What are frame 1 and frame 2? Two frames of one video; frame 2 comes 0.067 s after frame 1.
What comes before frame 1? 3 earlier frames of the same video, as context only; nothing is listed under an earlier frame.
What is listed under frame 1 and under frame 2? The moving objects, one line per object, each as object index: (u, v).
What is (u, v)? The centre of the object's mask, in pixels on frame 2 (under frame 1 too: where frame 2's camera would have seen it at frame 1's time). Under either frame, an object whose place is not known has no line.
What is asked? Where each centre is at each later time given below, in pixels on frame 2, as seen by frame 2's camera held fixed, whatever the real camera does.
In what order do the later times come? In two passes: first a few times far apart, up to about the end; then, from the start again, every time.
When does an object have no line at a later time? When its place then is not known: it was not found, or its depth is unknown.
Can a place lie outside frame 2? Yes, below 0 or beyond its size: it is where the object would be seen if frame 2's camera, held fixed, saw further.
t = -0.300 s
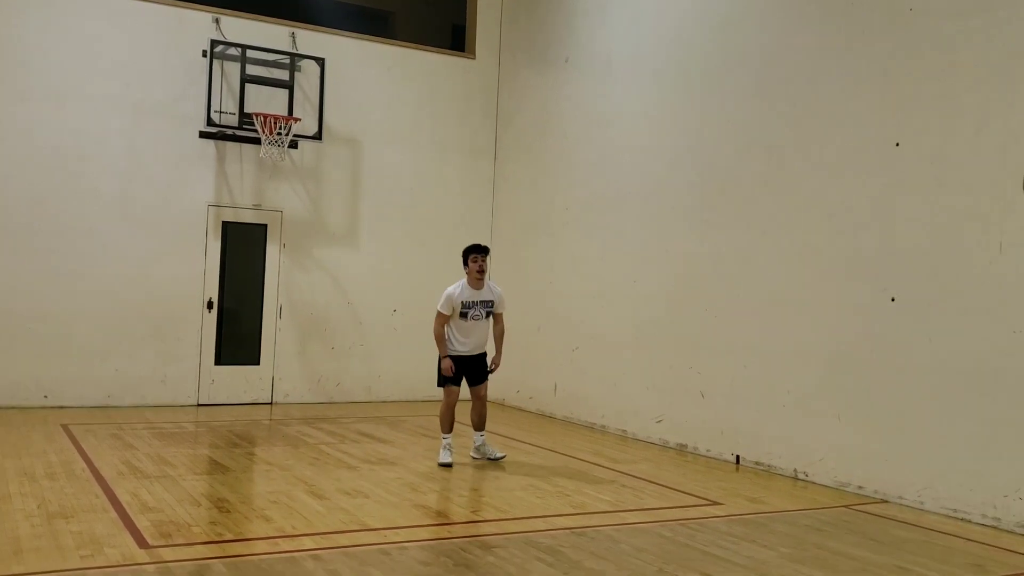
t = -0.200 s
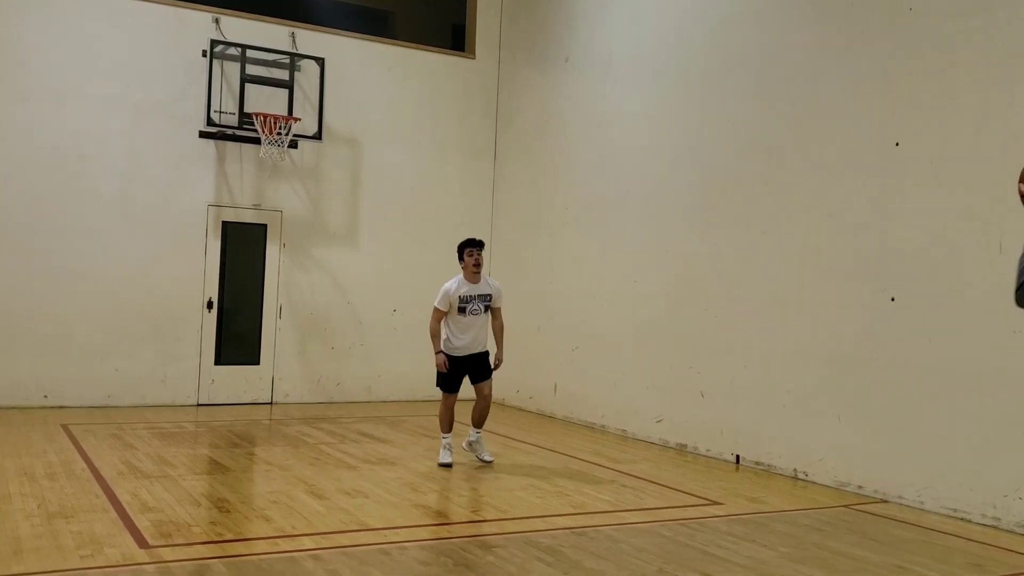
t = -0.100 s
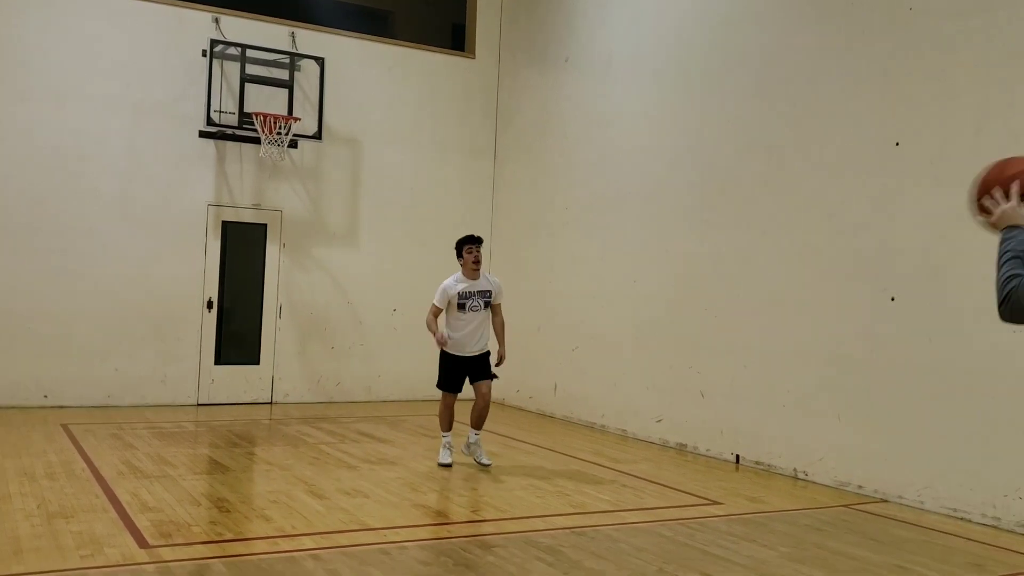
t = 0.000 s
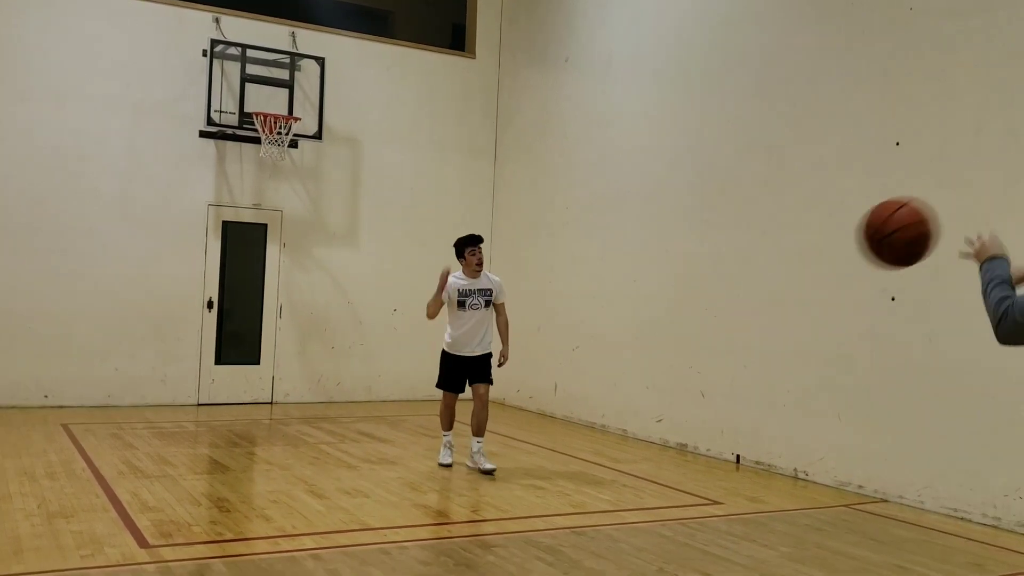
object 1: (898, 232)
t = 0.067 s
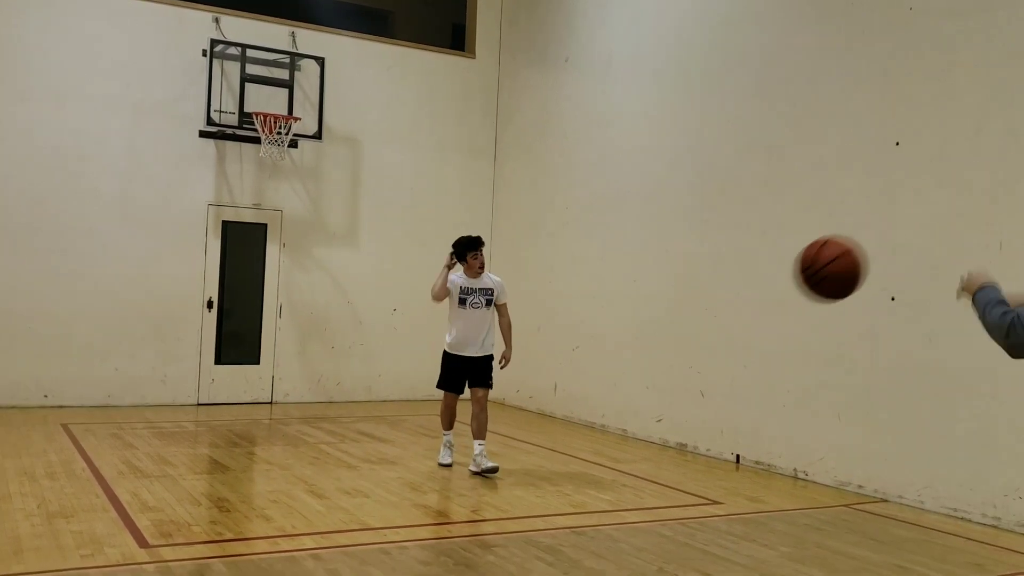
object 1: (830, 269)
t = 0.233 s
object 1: (700, 379)
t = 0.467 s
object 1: (590, 490)
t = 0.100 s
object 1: (800, 289)
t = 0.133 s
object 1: (773, 310)
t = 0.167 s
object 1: (747, 332)
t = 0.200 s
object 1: (723, 355)
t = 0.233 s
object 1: (700, 379)
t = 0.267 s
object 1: (680, 404)
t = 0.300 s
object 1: (660, 429)
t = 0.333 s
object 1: (642, 455)
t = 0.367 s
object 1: (624, 483)
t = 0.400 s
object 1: (608, 511)
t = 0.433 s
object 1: (595, 520)
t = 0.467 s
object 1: (590, 490)
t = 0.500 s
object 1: (584, 463)
